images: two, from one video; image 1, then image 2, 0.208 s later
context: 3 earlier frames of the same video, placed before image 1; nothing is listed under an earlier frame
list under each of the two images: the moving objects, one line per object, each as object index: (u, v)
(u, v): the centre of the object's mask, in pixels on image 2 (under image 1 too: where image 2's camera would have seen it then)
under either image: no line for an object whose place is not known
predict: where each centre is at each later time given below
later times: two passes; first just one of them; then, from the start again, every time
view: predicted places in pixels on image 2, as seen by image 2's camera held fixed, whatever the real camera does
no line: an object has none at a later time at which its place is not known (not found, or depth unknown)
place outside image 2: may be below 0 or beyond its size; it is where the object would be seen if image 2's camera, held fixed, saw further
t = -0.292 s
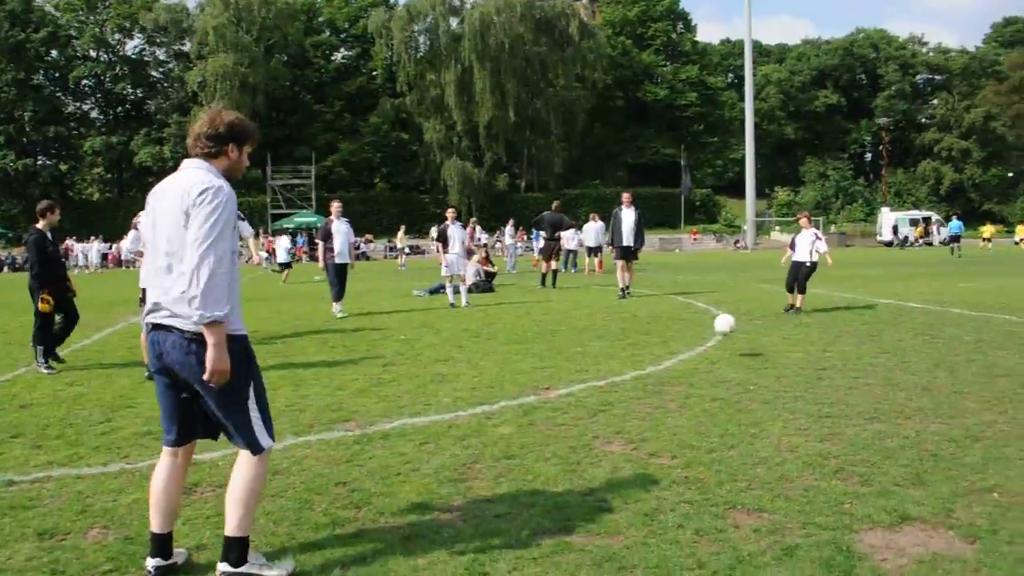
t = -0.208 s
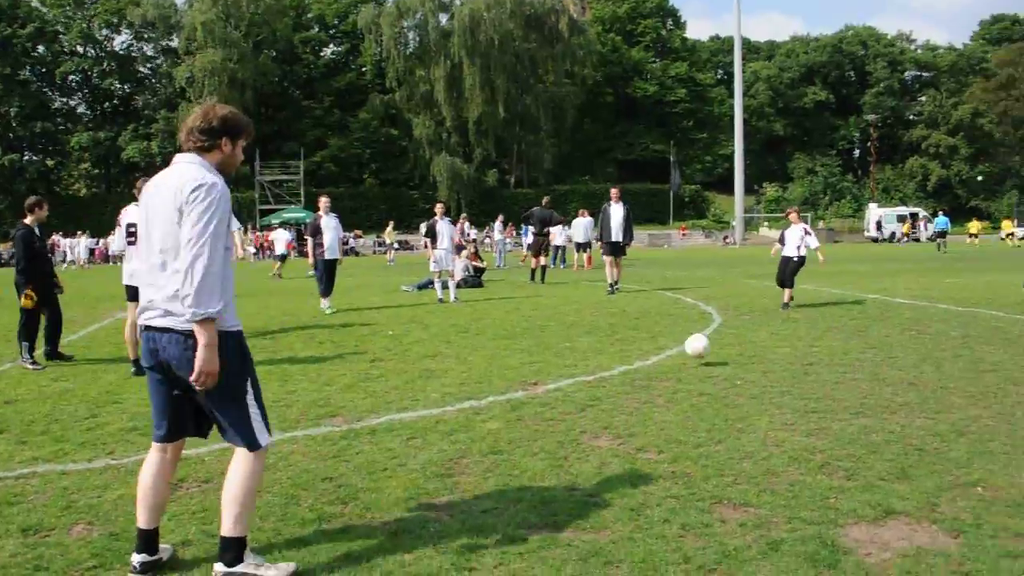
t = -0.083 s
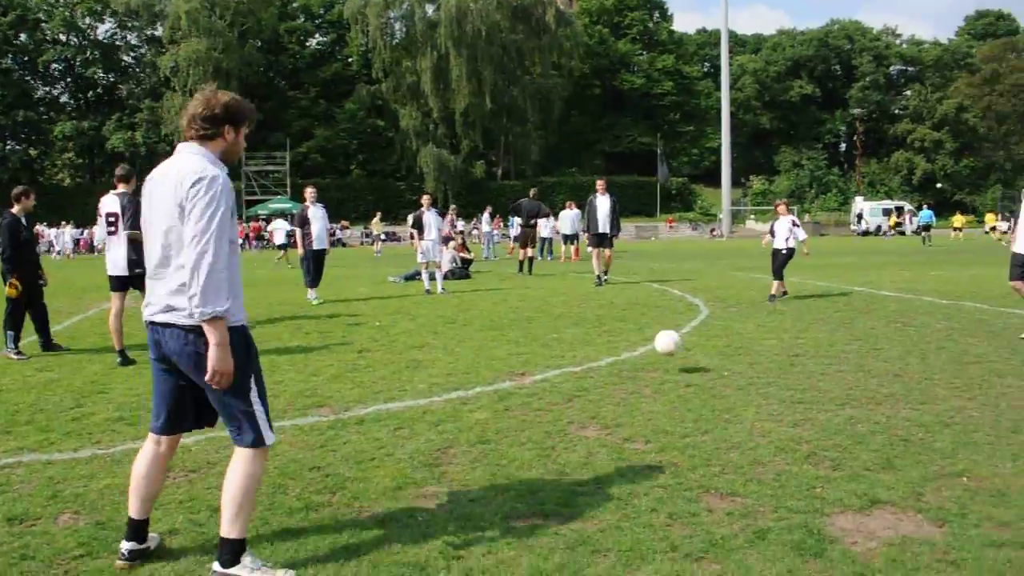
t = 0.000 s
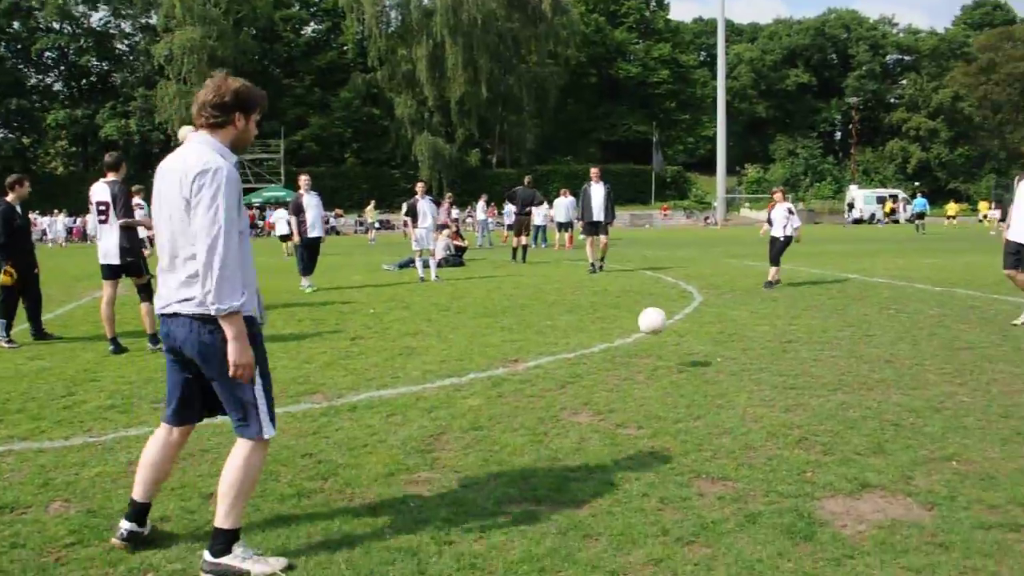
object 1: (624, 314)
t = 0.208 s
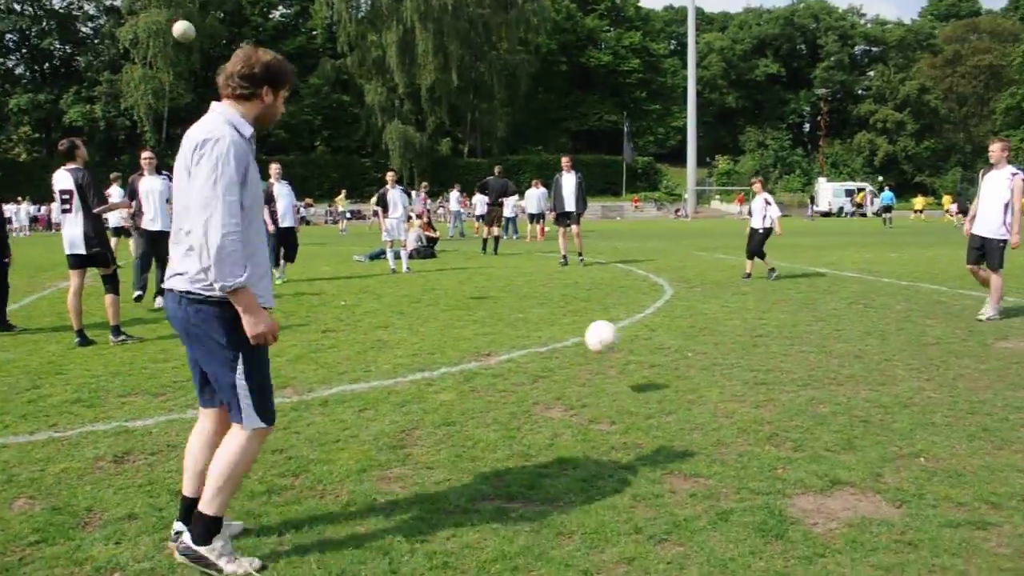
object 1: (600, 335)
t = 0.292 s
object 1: (589, 370)
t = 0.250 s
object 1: (595, 350)
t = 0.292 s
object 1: (589, 370)
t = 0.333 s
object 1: (583, 392)
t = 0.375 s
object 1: (578, 410)
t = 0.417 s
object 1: (574, 404)
